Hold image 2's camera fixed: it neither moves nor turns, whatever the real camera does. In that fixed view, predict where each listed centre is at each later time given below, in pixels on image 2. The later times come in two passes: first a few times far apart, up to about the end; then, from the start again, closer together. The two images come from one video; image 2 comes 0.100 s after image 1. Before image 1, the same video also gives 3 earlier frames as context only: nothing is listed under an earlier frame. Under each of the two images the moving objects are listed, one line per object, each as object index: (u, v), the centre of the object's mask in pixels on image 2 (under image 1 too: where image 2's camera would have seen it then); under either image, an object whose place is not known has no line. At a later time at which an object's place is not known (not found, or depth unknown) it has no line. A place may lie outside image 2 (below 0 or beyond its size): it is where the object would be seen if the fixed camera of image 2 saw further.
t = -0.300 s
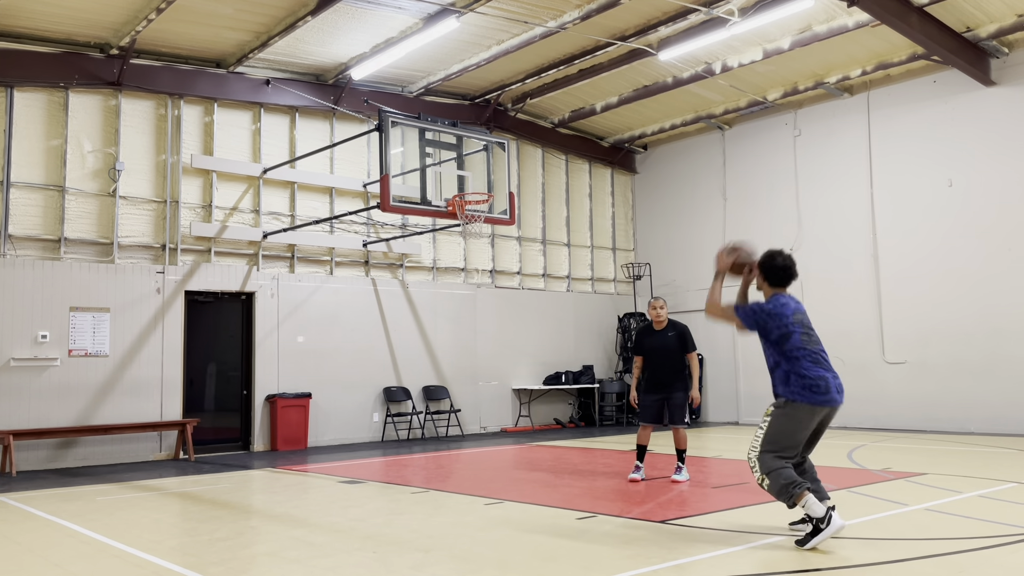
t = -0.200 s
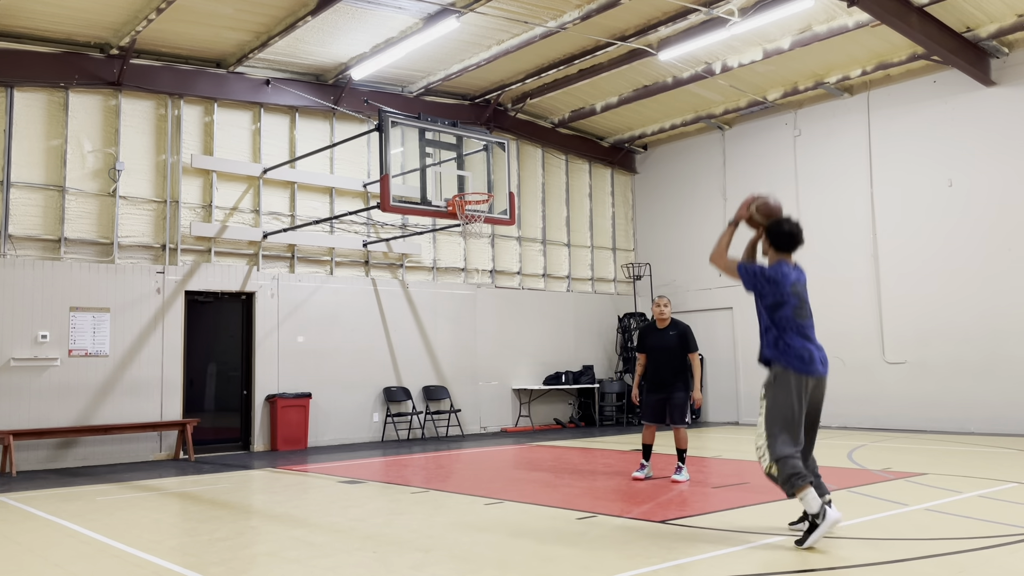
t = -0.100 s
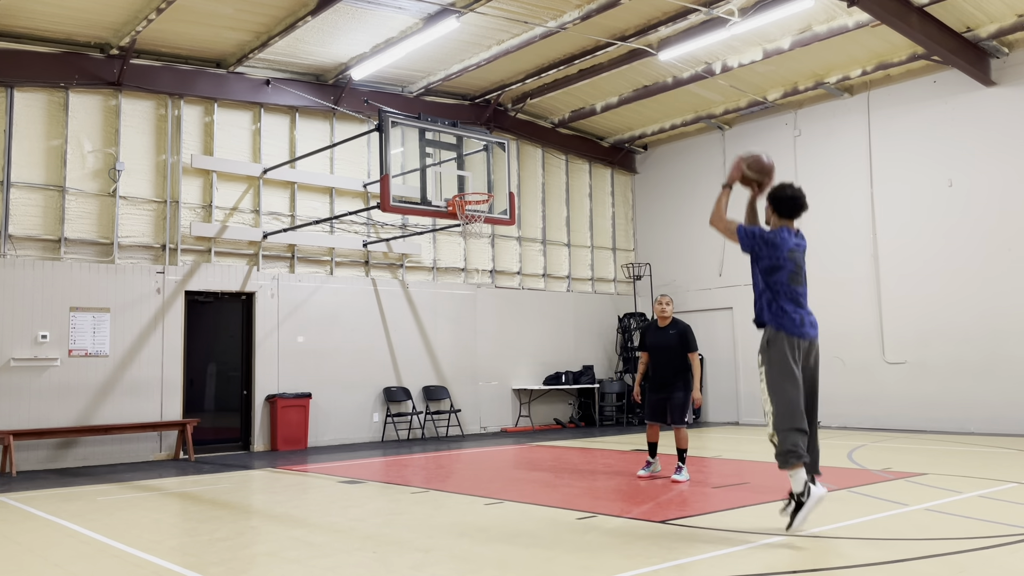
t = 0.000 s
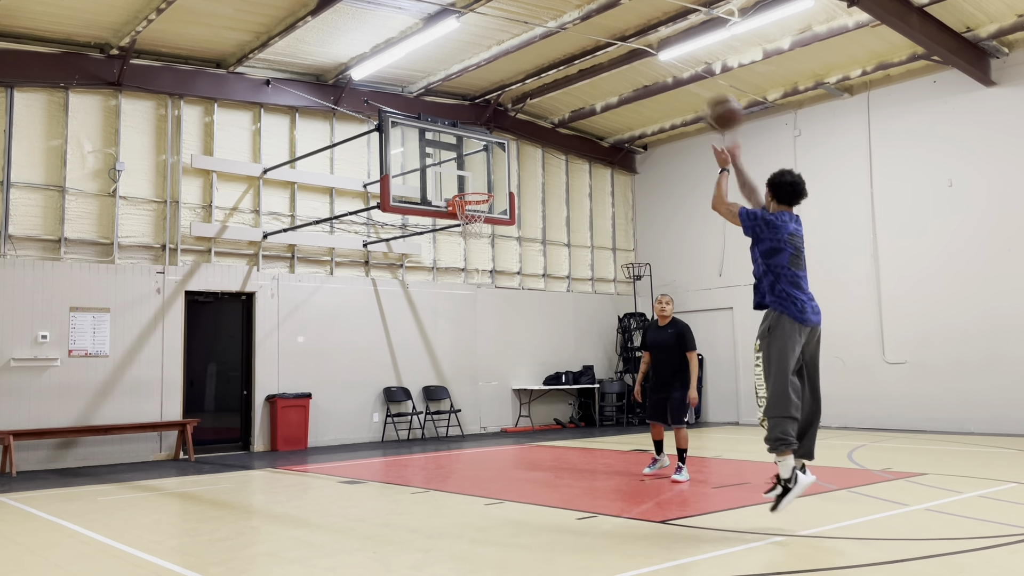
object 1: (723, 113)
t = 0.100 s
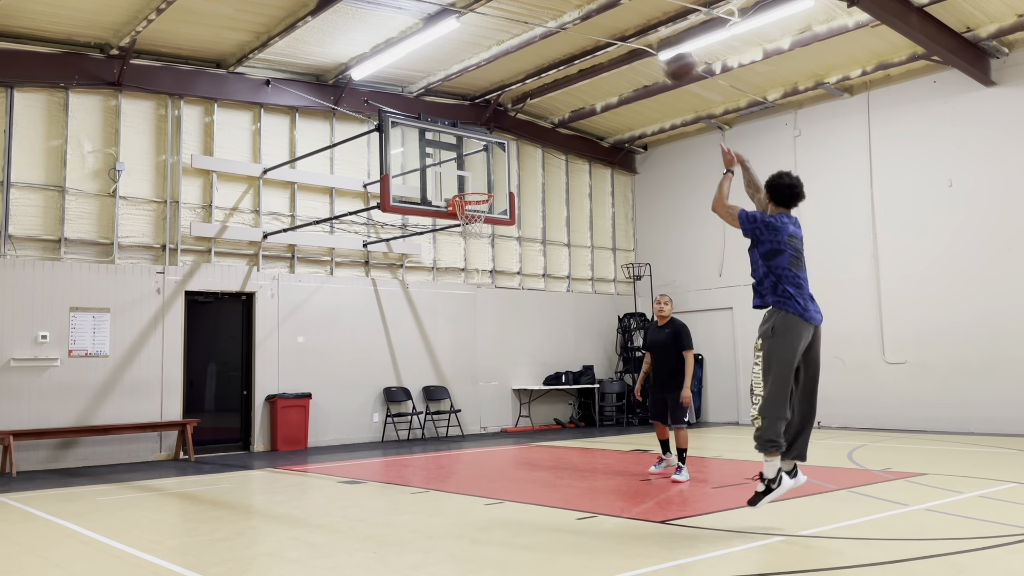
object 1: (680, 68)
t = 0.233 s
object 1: (633, 31)
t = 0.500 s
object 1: (563, 32)
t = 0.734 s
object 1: (518, 84)
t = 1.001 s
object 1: (479, 183)
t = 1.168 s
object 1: (467, 229)
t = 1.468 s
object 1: (459, 309)
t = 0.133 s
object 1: (665, 55)
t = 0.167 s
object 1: (654, 45)
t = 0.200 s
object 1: (643, 38)
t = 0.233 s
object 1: (633, 31)
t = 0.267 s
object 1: (623, 27)
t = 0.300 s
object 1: (613, 25)
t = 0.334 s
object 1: (604, 23)
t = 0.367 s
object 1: (595, 22)
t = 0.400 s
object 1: (587, 22)
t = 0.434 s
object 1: (578, 25)
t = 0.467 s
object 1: (570, 28)
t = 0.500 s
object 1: (563, 32)
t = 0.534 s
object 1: (556, 36)
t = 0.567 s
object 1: (548, 42)
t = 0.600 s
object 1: (542, 49)
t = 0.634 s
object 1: (535, 56)
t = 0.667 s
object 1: (530, 65)
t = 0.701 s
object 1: (524, 73)
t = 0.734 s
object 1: (518, 84)
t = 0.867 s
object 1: (498, 128)
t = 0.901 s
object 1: (492, 142)
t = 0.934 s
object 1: (488, 154)
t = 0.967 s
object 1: (484, 170)
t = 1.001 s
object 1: (479, 183)
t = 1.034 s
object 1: (476, 198)
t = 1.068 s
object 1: (470, 213)
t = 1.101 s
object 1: (469, 221)
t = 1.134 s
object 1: (468, 224)
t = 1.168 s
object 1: (467, 229)
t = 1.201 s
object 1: (466, 235)
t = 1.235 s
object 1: (464, 241)
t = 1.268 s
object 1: (464, 248)
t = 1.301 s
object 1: (463, 256)
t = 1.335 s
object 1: (462, 265)
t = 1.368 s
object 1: (461, 275)
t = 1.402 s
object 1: (460, 285)
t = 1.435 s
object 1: (459, 296)
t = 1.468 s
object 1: (459, 309)
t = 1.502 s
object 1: (458, 322)
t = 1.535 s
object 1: (457, 336)
